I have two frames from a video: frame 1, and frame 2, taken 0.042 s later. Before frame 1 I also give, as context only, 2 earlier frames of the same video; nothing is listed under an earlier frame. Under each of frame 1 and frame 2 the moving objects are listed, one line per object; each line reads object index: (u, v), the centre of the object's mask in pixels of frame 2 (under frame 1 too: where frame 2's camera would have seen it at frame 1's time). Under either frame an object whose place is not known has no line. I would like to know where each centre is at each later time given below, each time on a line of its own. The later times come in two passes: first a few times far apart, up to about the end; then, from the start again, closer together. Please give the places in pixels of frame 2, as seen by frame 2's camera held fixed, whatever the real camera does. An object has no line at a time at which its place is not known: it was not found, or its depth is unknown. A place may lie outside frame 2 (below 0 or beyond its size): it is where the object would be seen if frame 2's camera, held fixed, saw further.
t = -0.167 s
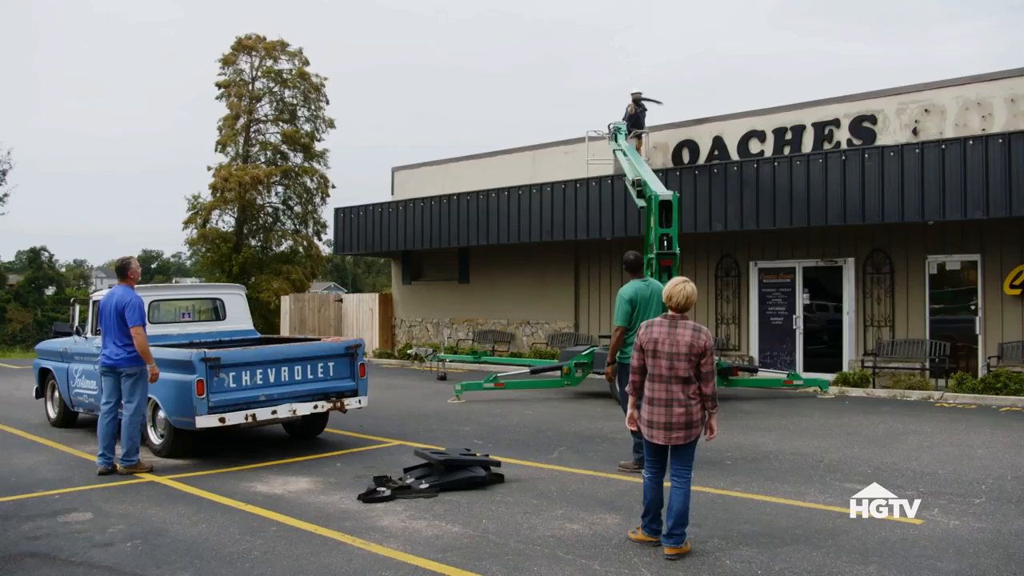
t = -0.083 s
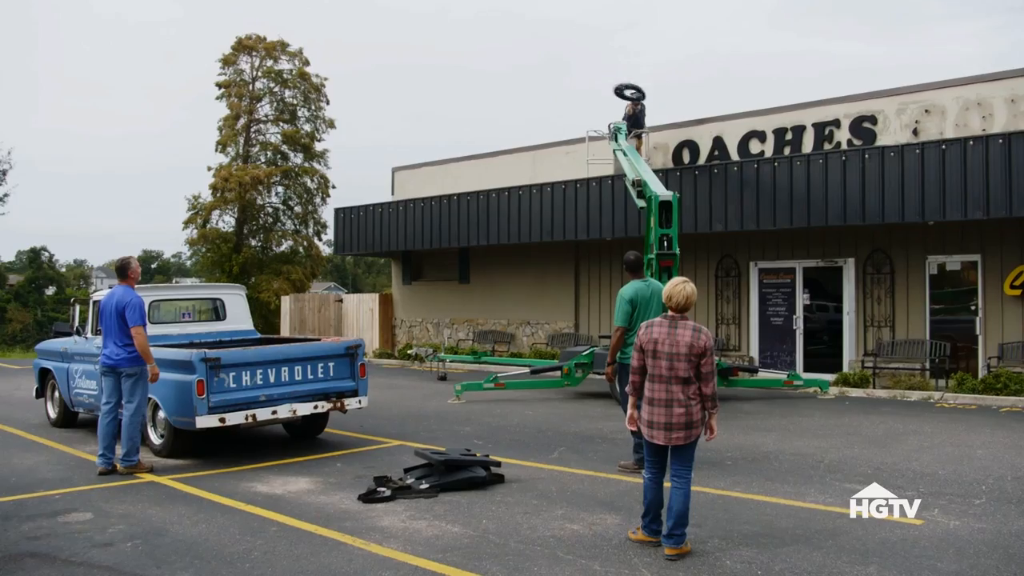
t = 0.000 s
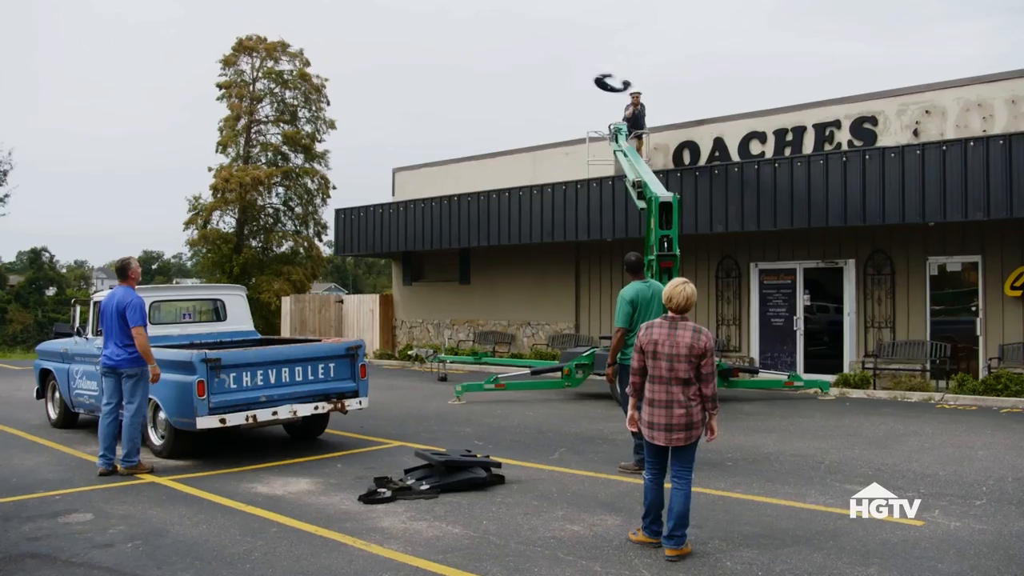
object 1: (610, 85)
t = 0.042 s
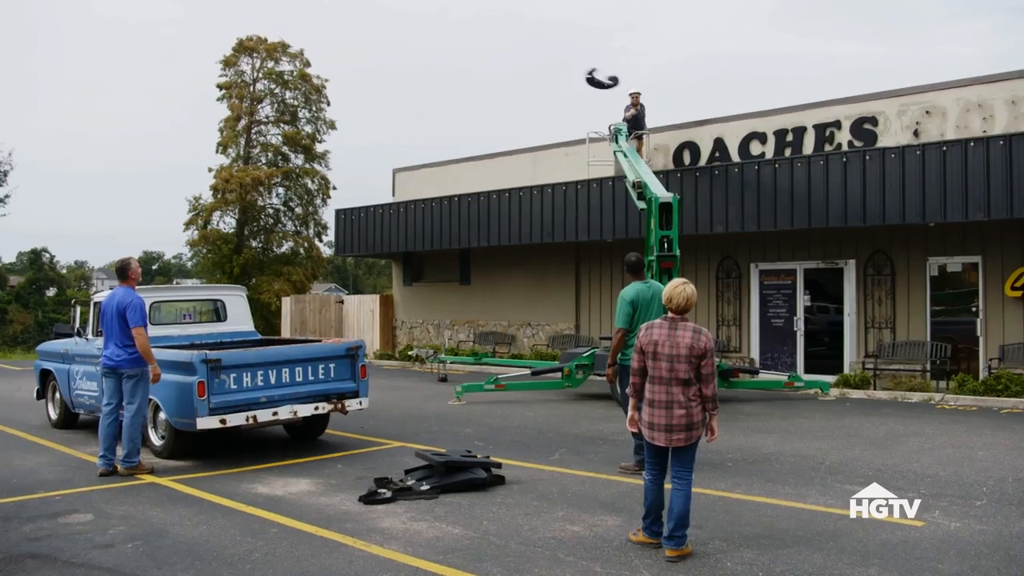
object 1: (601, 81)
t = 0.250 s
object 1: (557, 66)
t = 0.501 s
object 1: (495, 68)
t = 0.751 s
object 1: (436, 84)
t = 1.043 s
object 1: (363, 139)
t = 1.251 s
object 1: (321, 190)
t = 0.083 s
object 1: (593, 77)
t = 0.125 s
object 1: (583, 75)
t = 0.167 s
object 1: (575, 74)
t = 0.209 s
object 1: (568, 68)
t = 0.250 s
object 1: (557, 66)
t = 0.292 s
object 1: (545, 65)
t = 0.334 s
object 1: (535, 64)
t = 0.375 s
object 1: (527, 66)
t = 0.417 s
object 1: (518, 66)
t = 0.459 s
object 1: (508, 63)
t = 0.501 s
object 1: (495, 68)
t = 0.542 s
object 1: (486, 69)
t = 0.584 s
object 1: (477, 73)
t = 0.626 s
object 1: (468, 76)
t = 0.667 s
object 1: (457, 77)
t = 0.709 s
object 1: (447, 84)
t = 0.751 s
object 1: (436, 84)
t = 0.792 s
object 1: (426, 89)
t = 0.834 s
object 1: (416, 96)
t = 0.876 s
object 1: (406, 105)
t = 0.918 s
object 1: (397, 113)
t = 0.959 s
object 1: (384, 118)
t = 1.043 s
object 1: (363, 139)
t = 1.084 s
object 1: (356, 151)
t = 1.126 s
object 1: (349, 162)
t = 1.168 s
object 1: (336, 168)
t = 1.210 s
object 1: (327, 180)
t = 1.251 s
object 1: (321, 190)
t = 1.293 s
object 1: (308, 206)
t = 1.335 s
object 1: (307, 223)
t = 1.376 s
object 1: (302, 241)
